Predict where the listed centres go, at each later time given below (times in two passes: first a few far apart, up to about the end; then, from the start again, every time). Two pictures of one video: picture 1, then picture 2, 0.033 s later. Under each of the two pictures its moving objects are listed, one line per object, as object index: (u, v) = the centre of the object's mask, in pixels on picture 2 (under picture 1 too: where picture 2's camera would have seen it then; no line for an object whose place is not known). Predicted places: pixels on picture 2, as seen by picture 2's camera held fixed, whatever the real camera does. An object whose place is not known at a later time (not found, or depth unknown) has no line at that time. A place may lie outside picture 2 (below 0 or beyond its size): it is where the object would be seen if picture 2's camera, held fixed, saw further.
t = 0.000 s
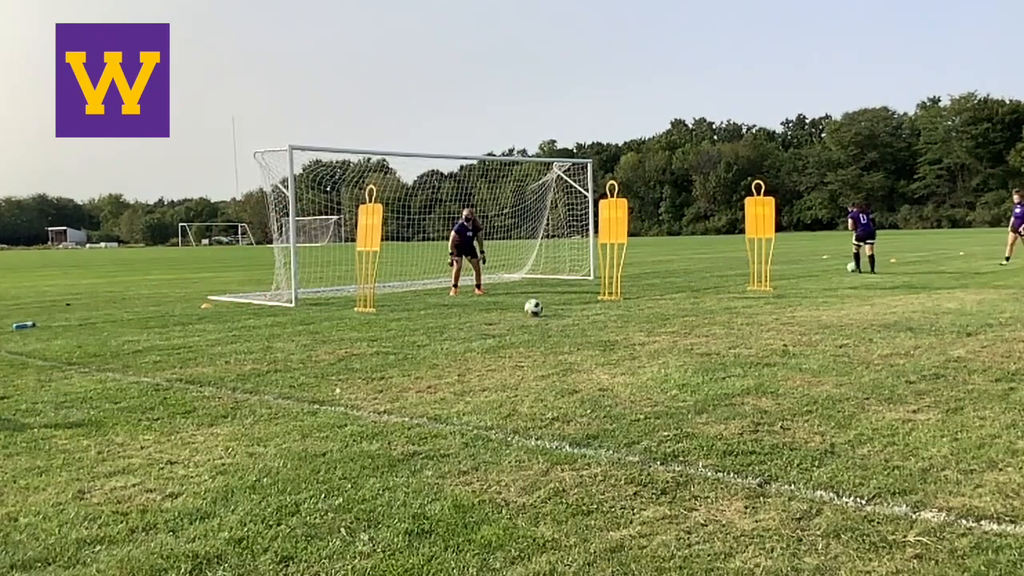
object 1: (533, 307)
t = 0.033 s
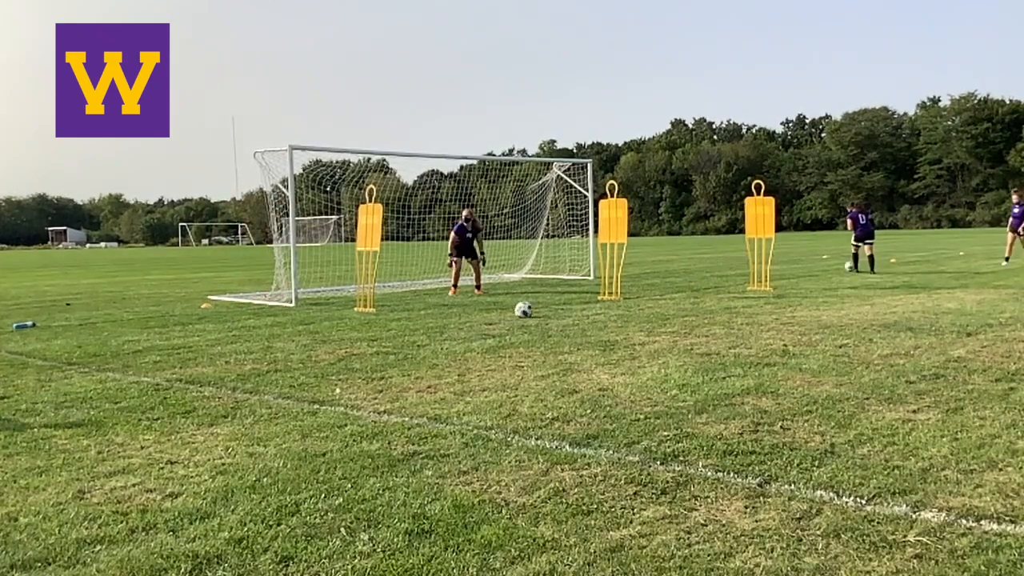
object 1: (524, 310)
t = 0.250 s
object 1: (459, 317)
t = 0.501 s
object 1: (384, 325)
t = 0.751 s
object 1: (310, 333)
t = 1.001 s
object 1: (236, 340)
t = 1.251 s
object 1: (160, 349)
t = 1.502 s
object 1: (90, 358)
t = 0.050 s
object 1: (518, 311)
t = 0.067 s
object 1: (514, 311)
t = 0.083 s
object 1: (509, 312)
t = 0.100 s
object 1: (504, 312)
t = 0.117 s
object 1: (499, 311)
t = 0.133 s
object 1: (494, 312)
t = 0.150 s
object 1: (489, 313)
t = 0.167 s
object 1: (485, 313)
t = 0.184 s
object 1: (479, 314)
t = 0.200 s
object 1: (475, 314)
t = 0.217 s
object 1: (470, 315)
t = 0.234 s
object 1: (464, 316)
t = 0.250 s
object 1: (459, 317)
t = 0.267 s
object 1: (454, 318)
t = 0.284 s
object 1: (450, 318)
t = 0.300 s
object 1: (444, 319)
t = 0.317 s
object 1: (439, 319)
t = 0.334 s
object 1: (434, 320)
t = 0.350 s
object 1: (429, 319)
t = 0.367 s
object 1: (425, 319)
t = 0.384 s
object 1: (419, 320)
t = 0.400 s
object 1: (414, 321)
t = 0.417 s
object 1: (409, 322)
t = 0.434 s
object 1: (404, 322)
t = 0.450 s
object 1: (399, 323)
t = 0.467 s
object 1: (394, 324)
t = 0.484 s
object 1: (389, 325)
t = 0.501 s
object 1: (384, 325)
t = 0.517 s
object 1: (379, 326)
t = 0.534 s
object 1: (374, 326)
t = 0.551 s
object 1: (369, 326)
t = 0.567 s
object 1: (364, 326)
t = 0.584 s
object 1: (359, 325)
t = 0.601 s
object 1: (354, 326)
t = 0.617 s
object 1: (349, 326)
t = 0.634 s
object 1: (344, 327)
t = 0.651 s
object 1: (339, 327)
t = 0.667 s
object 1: (335, 328)
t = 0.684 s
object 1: (330, 329)
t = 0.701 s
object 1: (325, 331)
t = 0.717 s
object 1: (320, 332)
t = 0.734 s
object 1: (315, 333)
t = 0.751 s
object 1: (310, 333)
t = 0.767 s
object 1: (304, 333)
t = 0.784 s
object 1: (300, 333)
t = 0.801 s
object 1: (295, 333)
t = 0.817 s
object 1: (290, 334)
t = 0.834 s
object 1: (285, 334)
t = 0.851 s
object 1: (281, 334)
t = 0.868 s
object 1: (275, 335)
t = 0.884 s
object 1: (270, 335)
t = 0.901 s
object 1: (266, 336)
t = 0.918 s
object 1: (261, 337)
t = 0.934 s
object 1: (256, 338)
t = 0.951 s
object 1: (250, 338)
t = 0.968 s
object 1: (245, 339)
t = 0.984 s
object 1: (241, 340)
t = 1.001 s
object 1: (236, 340)
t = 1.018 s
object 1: (230, 341)
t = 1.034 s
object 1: (225, 341)
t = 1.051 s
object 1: (220, 342)
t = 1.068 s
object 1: (216, 343)
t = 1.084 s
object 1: (211, 343)
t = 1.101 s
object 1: (205, 344)
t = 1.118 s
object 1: (201, 345)
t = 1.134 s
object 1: (195, 346)
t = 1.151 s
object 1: (190, 346)
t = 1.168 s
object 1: (186, 346)
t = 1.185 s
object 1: (180, 347)
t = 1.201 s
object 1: (175, 347)
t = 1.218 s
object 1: (170, 348)
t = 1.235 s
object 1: (165, 348)
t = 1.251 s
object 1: (160, 349)
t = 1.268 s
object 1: (156, 350)
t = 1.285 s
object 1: (151, 350)
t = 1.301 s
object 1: (146, 351)
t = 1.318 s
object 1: (141, 352)
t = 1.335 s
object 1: (136, 353)
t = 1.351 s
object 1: (132, 354)
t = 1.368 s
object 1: (128, 354)
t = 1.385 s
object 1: (122, 355)
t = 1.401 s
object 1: (117, 355)
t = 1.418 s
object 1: (113, 355)
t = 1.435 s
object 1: (108, 356)
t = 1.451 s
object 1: (104, 356)
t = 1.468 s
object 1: (99, 357)
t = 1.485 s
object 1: (95, 356)
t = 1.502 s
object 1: (90, 358)
